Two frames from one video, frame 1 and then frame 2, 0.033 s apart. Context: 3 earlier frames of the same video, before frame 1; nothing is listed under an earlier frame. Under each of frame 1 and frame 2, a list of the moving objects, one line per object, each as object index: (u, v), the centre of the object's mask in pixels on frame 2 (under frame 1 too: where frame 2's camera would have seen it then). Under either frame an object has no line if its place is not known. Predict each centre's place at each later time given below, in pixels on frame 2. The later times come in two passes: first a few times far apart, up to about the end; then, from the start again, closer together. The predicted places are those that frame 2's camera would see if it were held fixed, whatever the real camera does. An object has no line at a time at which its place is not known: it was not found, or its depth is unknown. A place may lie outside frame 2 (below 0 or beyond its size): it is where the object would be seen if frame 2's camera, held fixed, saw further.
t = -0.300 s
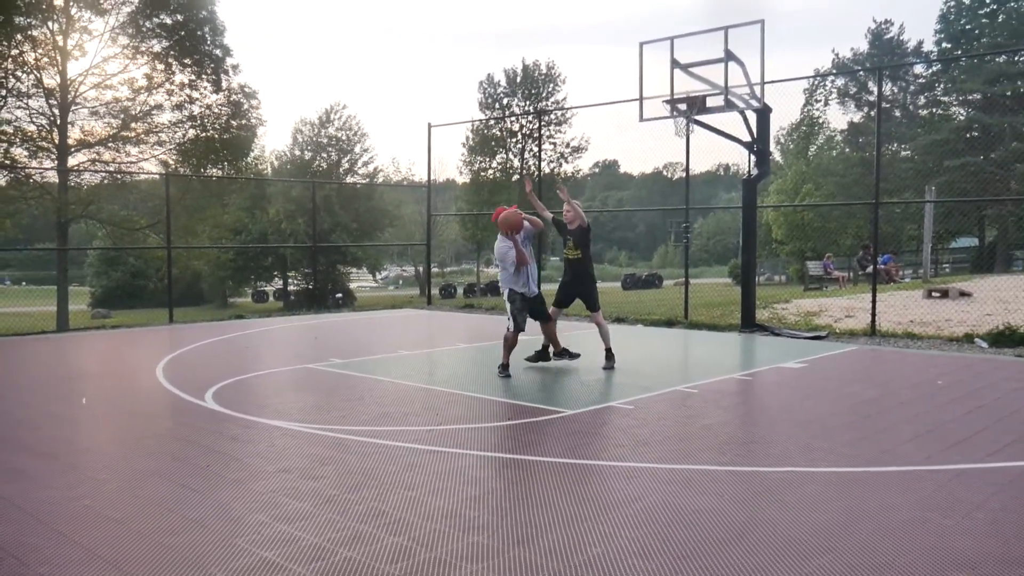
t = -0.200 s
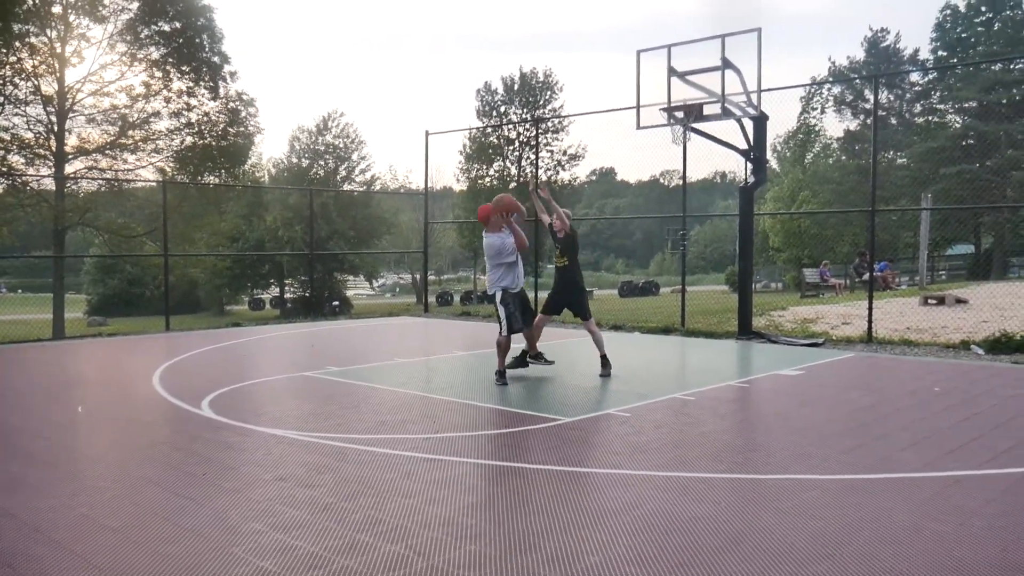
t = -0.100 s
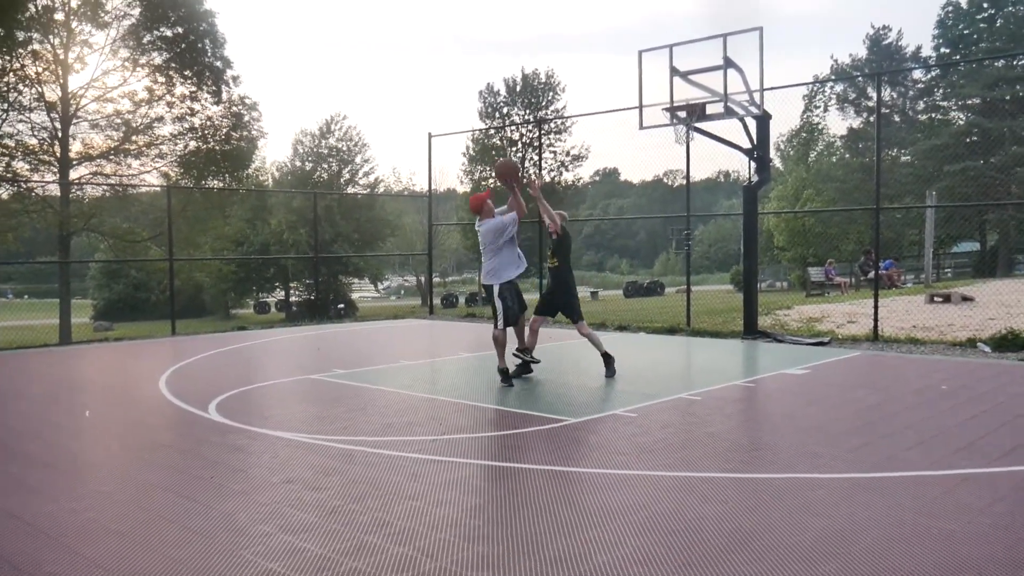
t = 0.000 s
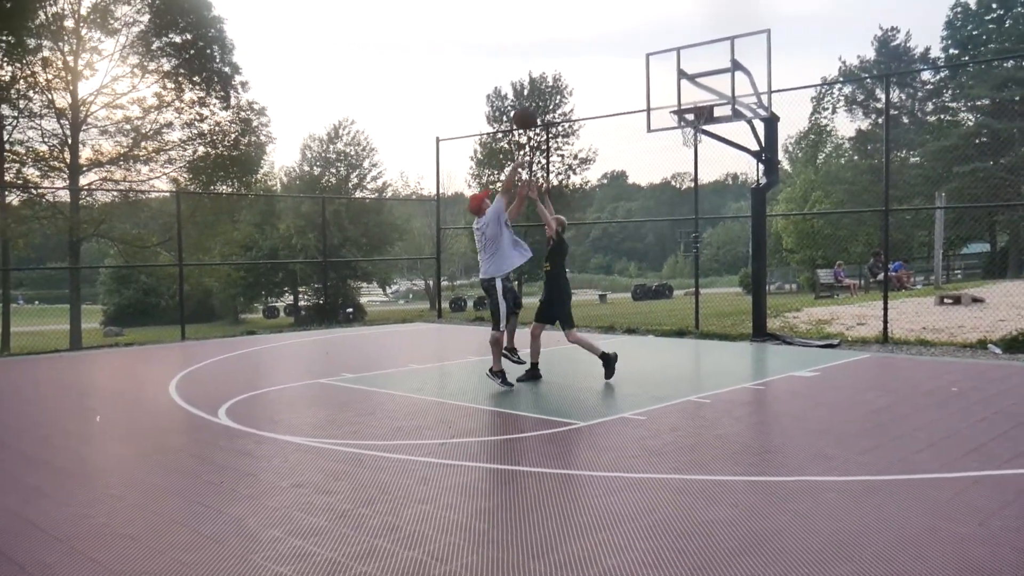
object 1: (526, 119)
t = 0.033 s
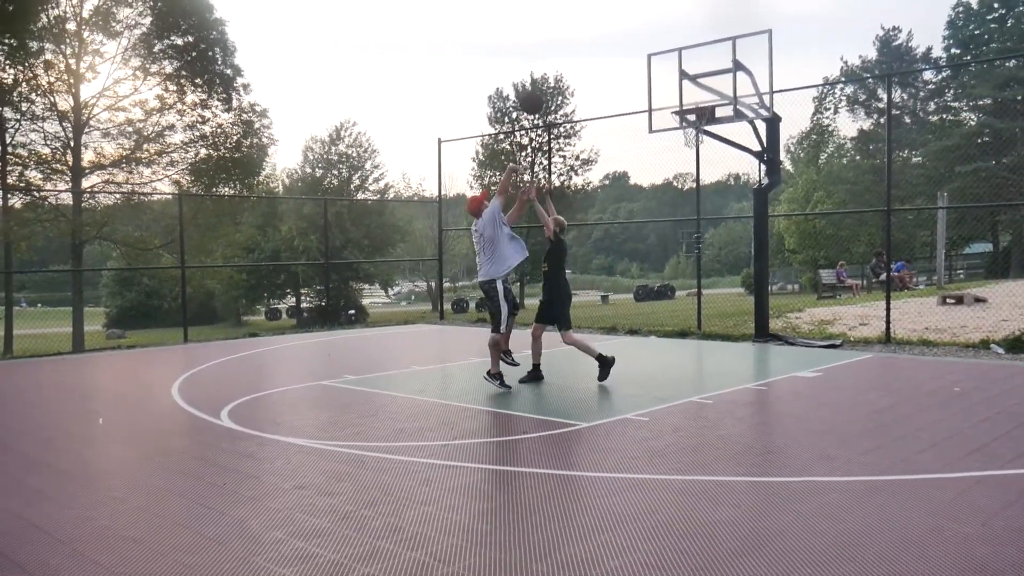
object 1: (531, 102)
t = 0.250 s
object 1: (559, 25)
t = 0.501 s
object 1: (588, 0)
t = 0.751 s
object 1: (614, 29)
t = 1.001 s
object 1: (634, 105)
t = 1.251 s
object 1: (654, 216)
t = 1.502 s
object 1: (668, 322)
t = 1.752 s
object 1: (668, 222)
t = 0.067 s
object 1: (536, 87)
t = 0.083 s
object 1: (538, 80)
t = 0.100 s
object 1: (540, 73)
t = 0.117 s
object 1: (542, 66)
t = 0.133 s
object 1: (545, 60)
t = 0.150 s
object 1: (547, 54)
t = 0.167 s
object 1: (549, 48)
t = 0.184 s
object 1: (551, 43)
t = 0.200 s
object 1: (553, 39)
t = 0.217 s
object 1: (555, 34)
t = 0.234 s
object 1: (557, 29)
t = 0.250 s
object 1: (559, 25)
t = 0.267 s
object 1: (561, 22)
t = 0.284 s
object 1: (563, 18)
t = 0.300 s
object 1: (565, 15)
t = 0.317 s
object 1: (567, 12)
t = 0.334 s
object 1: (569, 10)
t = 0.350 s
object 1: (571, 8)
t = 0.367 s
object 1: (573, 6)
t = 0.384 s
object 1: (575, 4)
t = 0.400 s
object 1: (577, 3)
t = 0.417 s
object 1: (578, 2)
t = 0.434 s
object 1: (580, 1)
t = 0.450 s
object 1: (582, 0)
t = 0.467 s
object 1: (584, 0)
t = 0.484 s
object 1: (586, 0)
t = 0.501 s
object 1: (588, 0)
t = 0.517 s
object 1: (590, 0)
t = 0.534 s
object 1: (592, 1)
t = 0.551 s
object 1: (594, 2)
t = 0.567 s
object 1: (595, 3)
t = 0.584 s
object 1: (597, 4)
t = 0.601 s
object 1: (599, 5)
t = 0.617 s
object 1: (601, 7)
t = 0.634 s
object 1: (603, 9)
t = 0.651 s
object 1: (604, 11)
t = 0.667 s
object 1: (606, 13)
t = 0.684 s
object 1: (608, 16)
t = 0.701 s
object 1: (610, 19)
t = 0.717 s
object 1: (611, 22)
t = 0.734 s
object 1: (613, 25)
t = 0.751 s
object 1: (614, 29)
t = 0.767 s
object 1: (615, 32)
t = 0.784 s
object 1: (617, 36)
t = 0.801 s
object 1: (618, 41)
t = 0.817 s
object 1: (619, 45)
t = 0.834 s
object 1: (621, 50)
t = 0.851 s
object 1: (622, 54)
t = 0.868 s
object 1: (624, 59)
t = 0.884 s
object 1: (625, 64)
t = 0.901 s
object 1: (626, 69)
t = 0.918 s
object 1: (628, 75)
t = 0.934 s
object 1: (629, 80)
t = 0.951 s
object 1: (631, 86)
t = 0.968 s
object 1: (632, 92)
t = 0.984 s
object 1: (633, 98)
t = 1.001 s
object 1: (634, 105)
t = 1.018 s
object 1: (636, 111)
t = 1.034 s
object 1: (637, 118)
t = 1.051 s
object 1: (638, 124)
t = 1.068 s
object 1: (640, 131)
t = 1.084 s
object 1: (641, 138)
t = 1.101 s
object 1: (642, 146)
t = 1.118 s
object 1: (644, 153)
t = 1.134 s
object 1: (645, 160)
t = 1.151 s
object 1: (646, 168)
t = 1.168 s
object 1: (647, 176)
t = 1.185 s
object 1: (648, 184)
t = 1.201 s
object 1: (649, 191)
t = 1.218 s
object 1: (650, 200)
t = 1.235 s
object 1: (651, 207)
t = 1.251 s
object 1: (654, 216)
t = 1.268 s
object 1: (656, 225)
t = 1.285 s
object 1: (656, 234)
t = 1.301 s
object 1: (657, 242)
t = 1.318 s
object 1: (659, 250)
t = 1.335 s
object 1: (660, 259)
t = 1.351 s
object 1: (661, 269)
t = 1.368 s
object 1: (662, 278)
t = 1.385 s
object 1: (660, 287)
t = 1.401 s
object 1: (664, 297)
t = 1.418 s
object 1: (665, 307)
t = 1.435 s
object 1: (666, 316)
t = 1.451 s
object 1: (667, 327)
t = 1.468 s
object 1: (669, 336)
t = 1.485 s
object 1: (669, 330)
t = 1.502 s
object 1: (668, 322)
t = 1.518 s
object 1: (668, 314)
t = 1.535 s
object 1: (669, 306)
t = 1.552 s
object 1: (668, 298)
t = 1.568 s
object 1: (665, 290)
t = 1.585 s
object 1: (666, 283)
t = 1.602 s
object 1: (669, 277)
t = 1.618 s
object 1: (669, 270)
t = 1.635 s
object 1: (669, 263)
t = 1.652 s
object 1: (668, 257)
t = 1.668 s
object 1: (669, 250)
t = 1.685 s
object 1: (668, 245)
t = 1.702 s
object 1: (668, 239)
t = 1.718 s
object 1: (669, 233)
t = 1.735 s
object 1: (669, 228)
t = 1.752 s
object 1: (668, 222)
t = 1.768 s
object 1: (668, 217)
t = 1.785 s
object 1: (668, 212)
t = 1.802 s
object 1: (668, 208)
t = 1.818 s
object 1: (668, 204)
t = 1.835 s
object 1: (668, 200)
